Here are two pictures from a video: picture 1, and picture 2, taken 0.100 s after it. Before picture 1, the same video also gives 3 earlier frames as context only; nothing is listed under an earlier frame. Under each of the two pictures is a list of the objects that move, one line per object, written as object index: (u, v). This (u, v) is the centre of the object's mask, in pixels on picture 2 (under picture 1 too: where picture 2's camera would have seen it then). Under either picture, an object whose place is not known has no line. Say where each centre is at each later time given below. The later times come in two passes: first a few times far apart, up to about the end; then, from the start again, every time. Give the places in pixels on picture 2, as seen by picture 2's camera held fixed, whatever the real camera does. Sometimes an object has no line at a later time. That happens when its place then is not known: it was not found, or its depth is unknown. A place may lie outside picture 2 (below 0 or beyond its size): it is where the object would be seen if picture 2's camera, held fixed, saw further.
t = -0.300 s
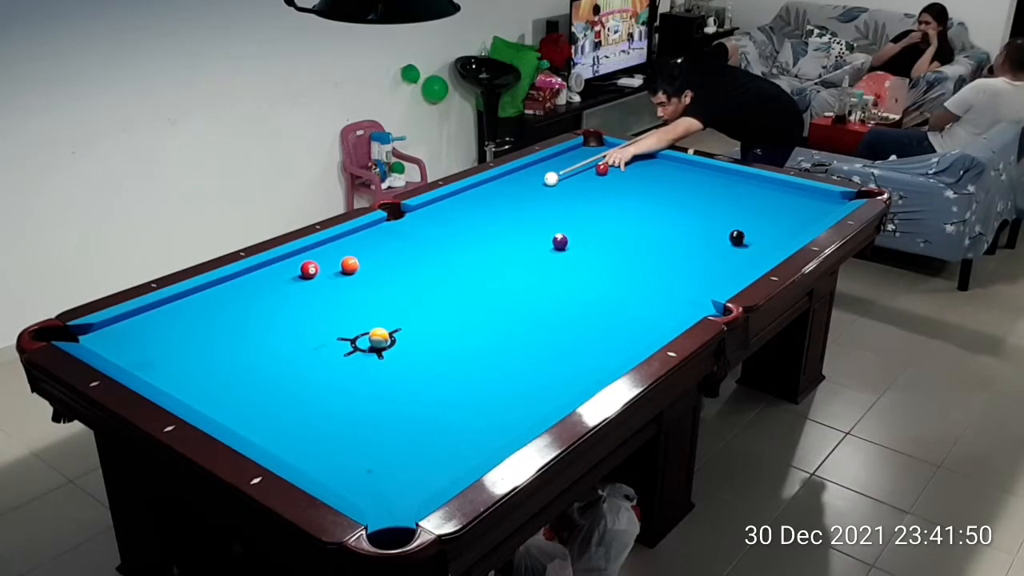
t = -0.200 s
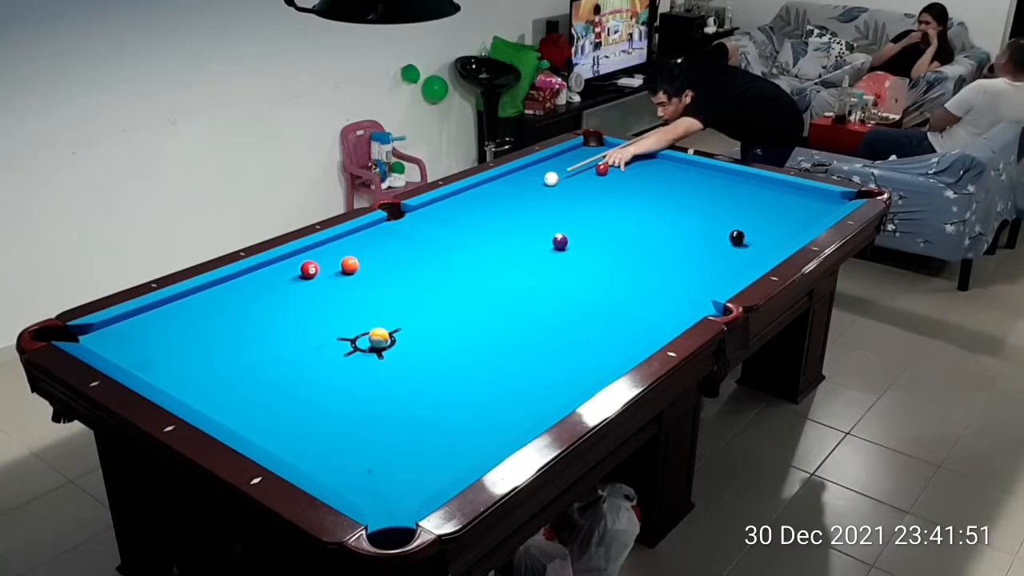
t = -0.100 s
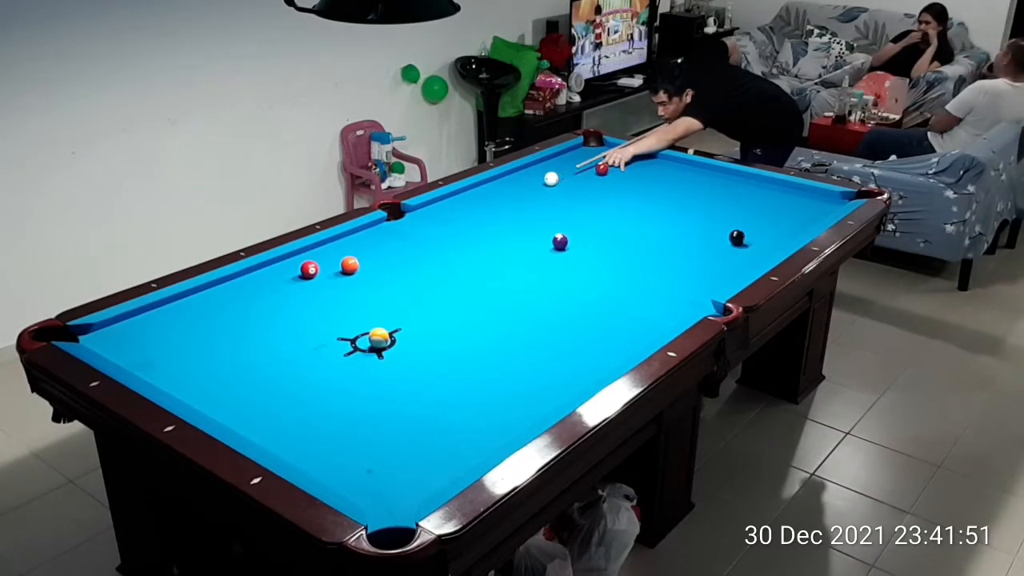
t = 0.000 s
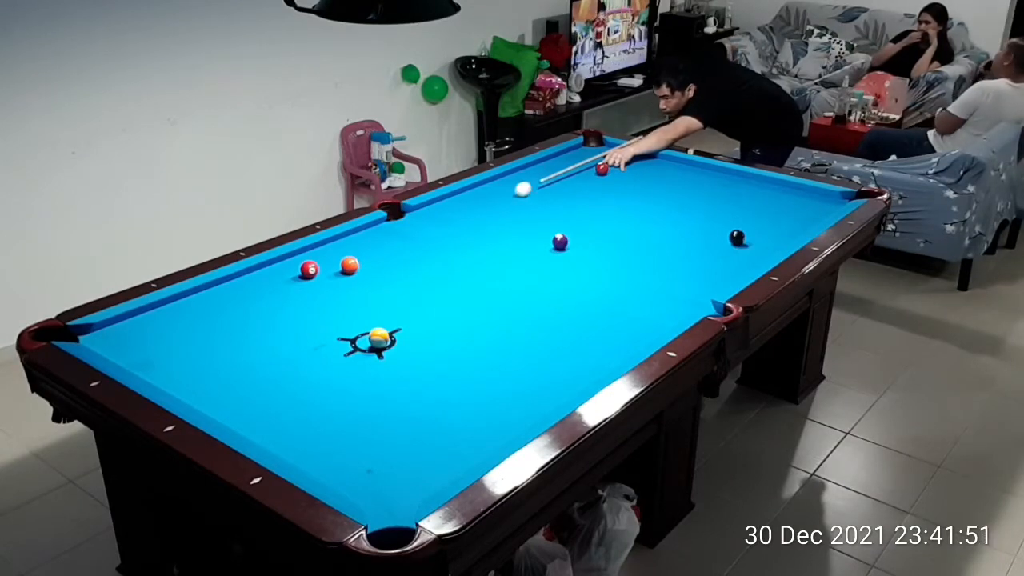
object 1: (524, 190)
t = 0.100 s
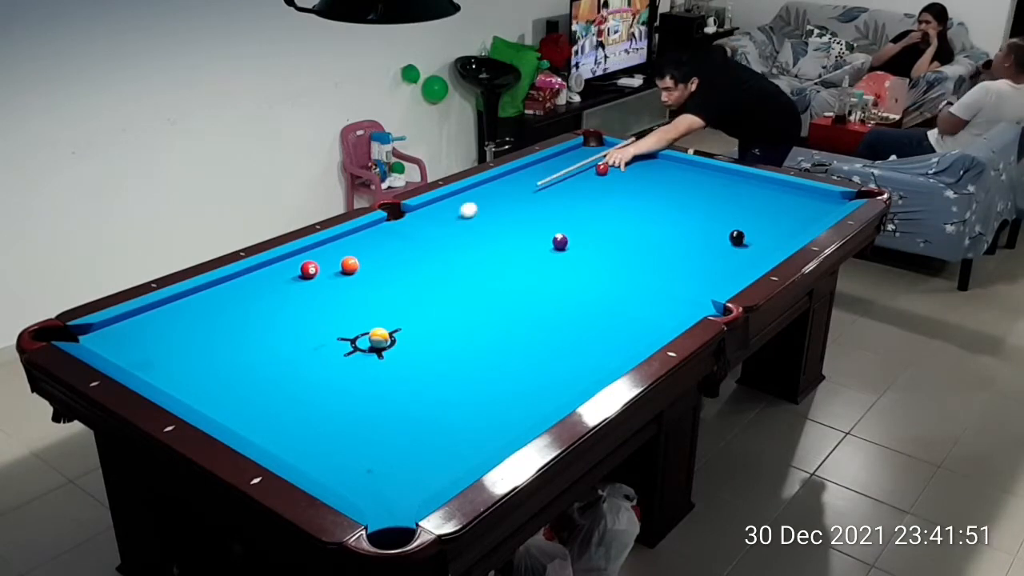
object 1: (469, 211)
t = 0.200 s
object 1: (410, 232)
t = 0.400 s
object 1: (326, 268)
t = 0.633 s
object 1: (302, 288)
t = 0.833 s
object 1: (268, 311)
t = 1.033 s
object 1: (230, 335)
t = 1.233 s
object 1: (190, 362)
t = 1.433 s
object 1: (171, 377)
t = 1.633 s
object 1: (202, 366)
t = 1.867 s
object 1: (234, 356)
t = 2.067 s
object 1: (259, 347)
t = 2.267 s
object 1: (281, 339)
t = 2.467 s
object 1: (301, 332)
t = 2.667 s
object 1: (320, 326)
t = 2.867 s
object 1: (337, 320)
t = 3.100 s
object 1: (355, 314)
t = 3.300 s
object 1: (369, 309)
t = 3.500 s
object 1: (381, 305)
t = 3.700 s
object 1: (393, 302)
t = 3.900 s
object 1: (402, 298)
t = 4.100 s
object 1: (411, 295)
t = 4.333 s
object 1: (419, 291)
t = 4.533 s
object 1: (425, 289)
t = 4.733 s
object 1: (430, 286)
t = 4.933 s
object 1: (433, 284)
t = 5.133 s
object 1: (437, 283)
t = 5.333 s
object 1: (440, 282)
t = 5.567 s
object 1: (442, 281)
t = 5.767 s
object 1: (443, 280)
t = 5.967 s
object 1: (443, 281)
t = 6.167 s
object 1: (443, 281)
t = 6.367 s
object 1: (443, 281)
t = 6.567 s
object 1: (443, 281)
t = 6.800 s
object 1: (443, 281)
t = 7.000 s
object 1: (443, 281)
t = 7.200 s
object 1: (443, 281)
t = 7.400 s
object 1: (443, 281)
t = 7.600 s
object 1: (443, 281)
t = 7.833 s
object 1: (443, 281)
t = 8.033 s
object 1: (443, 281)
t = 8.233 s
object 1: (443, 281)
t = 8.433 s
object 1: (443, 281)
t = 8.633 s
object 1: (443, 281)
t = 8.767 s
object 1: (443, 280)
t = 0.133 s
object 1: (449, 218)
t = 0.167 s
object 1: (430, 225)
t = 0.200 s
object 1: (410, 232)
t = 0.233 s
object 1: (389, 240)
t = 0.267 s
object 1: (368, 248)
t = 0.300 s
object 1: (343, 255)
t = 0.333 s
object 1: (325, 265)
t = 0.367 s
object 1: (326, 266)
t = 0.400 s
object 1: (326, 268)
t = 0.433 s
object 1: (325, 270)
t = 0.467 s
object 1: (323, 273)
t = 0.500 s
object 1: (321, 275)
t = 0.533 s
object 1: (317, 278)
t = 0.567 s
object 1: (313, 281)
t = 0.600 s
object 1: (308, 285)
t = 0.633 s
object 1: (302, 288)
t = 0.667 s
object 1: (297, 292)
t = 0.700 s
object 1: (291, 296)
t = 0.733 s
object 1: (285, 299)
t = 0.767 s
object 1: (280, 303)
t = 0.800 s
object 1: (274, 307)
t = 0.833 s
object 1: (268, 311)
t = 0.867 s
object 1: (262, 315)
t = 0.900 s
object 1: (256, 319)
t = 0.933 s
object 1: (250, 323)
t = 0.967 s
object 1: (244, 327)
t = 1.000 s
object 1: (237, 331)
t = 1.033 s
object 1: (230, 335)
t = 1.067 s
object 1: (224, 340)
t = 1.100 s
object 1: (217, 344)
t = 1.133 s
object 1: (211, 348)
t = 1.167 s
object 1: (204, 353)
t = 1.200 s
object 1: (197, 357)
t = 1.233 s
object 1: (190, 362)
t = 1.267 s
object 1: (183, 366)
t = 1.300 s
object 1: (176, 371)
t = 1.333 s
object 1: (168, 376)
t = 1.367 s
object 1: (162, 379)
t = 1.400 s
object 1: (166, 379)
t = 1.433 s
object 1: (171, 377)
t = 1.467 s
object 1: (177, 375)
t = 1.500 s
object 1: (182, 374)
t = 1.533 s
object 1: (187, 371)
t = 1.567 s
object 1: (192, 370)
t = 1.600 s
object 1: (197, 368)
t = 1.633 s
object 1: (202, 366)
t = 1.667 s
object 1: (207, 365)
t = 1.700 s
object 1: (211, 363)
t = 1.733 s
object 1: (216, 362)
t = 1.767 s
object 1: (221, 360)
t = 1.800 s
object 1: (225, 359)
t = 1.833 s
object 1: (230, 357)
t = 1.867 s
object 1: (234, 356)
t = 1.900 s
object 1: (238, 354)
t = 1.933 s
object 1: (242, 353)
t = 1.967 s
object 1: (246, 351)
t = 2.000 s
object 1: (251, 350)
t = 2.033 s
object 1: (255, 348)
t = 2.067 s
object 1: (259, 347)
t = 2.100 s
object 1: (262, 346)
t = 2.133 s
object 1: (266, 344)
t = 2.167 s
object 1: (270, 343)
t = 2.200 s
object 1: (274, 342)
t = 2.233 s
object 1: (277, 341)
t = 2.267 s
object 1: (281, 339)
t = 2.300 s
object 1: (285, 338)
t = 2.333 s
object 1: (288, 337)
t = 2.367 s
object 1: (291, 335)
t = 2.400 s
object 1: (295, 334)
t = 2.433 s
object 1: (298, 333)
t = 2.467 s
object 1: (301, 332)
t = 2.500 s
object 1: (305, 331)
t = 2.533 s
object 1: (308, 330)
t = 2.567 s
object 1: (311, 329)
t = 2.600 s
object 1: (314, 328)
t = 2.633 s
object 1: (317, 327)
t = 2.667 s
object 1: (320, 326)
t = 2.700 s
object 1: (323, 325)
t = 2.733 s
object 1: (326, 324)
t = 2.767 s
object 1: (329, 323)
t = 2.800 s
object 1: (332, 322)
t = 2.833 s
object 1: (335, 321)
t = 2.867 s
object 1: (337, 320)
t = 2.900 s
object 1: (340, 319)
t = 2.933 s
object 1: (343, 318)
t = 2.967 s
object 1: (345, 317)
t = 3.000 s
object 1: (348, 317)
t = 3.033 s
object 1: (350, 316)
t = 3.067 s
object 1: (353, 315)
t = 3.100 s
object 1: (355, 314)
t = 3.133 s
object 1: (357, 313)
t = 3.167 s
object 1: (360, 312)
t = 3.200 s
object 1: (362, 312)
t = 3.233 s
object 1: (365, 311)
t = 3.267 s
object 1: (367, 310)
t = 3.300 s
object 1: (369, 309)
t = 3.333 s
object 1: (371, 309)
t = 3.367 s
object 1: (373, 308)
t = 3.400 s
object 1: (375, 307)
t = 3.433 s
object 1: (377, 307)
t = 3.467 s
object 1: (380, 306)
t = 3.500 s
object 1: (381, 305)
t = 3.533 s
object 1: (383, 305)
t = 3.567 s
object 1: (385, 304)
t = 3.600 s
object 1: (387, 303)
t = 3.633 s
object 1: (389, 303)
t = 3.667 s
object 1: (391, 302)
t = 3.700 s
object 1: (393, 302)
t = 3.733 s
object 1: (394, 301)
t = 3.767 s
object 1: (396, 300)
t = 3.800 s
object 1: (398, 300)
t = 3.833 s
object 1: (399, 299)
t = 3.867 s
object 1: (401, 299)
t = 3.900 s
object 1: (402, 298)
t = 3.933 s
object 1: (404, 297)
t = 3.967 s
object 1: (405, 297)
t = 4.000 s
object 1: (407, 296)
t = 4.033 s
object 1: (408, 296)
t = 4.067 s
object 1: (409, 295)
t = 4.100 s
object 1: (411, 295)
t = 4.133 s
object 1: (412, 294)
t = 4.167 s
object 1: (413, 294)
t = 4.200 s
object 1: (415, 293)
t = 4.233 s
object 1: (416, 293)
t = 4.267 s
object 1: (417, 292)
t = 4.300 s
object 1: (418, 292)
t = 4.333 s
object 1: (419, 291)
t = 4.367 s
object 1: (420, 291)
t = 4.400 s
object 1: (421, 290)
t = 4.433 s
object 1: (422, 290)
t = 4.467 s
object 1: (423, 290)
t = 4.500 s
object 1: (424, 289)
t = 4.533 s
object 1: (425, 289)
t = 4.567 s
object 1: (426, 288)
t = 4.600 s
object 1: (427, 288)
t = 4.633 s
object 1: (427, 288)
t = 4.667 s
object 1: (428, 287)
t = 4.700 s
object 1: (429, 287)
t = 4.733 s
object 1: (430, 286)
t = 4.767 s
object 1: (431, 286)
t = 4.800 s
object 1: (431, 286)
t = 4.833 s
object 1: (432, 285)
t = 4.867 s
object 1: (432, 285)
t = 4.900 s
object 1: (433, 285)
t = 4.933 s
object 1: (433, 284)
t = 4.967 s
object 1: (434, 284)
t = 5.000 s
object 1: (435, 284)
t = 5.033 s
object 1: (435, 283)
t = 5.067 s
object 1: (436, 283)
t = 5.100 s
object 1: (436, 283)
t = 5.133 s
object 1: (437, 283)
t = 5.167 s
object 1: (437, 283)
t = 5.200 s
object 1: (438, 282)
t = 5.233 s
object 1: (438, 282)
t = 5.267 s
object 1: (439, 282)
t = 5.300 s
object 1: (439, 282)
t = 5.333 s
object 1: (440, 282)
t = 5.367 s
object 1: (440, 282)
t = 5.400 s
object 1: (440, 281)
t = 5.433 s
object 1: (440, 281)
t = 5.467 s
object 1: (441, 281)
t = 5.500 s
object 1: (441, 281)
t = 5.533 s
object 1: (441, 281)
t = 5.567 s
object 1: (442, 281)
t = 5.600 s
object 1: (442, 281)
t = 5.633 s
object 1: (442, 281)
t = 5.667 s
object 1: (442, 280)
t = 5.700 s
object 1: (442, 280)
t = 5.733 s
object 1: (443, 280)
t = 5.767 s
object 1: (443, 280)
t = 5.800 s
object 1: (443, 280)
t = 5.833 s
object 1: (443, 281)
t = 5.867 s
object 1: (443, 281)
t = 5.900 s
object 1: (443, 281)
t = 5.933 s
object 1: (443, 281)
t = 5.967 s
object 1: (443, 281)
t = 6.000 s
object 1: (443, 281)
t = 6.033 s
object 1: (443, 281)
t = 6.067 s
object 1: (443, 281)
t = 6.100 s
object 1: (443, 281)
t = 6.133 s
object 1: (443, 281)
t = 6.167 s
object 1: (443, 281)
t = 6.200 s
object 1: (443, 281)
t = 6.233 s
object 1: (443, 281)
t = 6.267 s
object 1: (443, 281)
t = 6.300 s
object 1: (443, 281)
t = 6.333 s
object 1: (443, 281)
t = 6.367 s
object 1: (443, 281)
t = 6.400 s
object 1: (443, 281)
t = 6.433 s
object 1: (443, 281)
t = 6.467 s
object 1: (443, 281)
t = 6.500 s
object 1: (443, 281)
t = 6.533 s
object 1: (443, 281)
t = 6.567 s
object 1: (443, 281)
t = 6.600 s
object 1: (443, 281)
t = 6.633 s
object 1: (443, 281)
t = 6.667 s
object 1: (443, 281)
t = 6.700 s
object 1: (443, 281)
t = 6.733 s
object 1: (443, 281)
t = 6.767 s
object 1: (443, 281)
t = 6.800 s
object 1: (443, 281)
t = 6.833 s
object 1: (443, 281)
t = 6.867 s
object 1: (443, 281)
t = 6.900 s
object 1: (443, 281)
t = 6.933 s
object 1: (443, 281)
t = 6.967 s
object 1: (443, 281)
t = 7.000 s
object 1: (443, 281)
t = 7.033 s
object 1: (443, 281)
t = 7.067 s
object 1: (443, 281)
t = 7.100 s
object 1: (443, 281)
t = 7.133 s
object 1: (443, 281)
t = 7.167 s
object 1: (443, 281)
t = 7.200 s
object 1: (443, 281)
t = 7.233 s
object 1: (443, 281)
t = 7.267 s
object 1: (443, 281)
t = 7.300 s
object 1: (443, 281)
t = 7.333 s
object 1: (443, 281)
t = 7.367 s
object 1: (443, 281)
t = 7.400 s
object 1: (443, 281)
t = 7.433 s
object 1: (443, 281)
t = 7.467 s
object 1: (443, 281)
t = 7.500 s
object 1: (443, 281)
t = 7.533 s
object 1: (443, 281)
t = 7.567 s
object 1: (443, 281)
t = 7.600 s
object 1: (443, 281)
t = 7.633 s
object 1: (443, 281)
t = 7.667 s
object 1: (443, 281)
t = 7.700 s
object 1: (443, 281)
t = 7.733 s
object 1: (443, 281)
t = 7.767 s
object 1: (443, 281)
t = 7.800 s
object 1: (443, 281)
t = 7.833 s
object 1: (443, 281)
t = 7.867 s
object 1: (443, 281)
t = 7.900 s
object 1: (443, 281)
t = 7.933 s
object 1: (443, 281)
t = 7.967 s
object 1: (443, 281)
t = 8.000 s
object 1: (443, 281)
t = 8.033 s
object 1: (443, 281)
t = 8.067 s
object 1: (443, 281)
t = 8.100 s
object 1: (443, 281)
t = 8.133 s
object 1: (443, 281)
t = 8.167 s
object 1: (443, 281)
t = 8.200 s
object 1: (443, 281)
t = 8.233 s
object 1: (443, 281)
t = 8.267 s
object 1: (443, 281)
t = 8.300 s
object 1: (443, 281)
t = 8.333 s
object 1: (443, 281)
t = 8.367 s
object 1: (443, 281)
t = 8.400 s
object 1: (443, 281)
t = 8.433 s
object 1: (443, 281)
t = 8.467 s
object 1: (443, 281)
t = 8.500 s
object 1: (443, 281)
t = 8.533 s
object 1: (443, 281)
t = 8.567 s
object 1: (443, 281)
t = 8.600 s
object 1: (443, 281)
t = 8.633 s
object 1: (443, 281)
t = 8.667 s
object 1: (443, 280)
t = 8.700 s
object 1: (443, 280)
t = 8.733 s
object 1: (443, 280)
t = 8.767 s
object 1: (443, 280)
